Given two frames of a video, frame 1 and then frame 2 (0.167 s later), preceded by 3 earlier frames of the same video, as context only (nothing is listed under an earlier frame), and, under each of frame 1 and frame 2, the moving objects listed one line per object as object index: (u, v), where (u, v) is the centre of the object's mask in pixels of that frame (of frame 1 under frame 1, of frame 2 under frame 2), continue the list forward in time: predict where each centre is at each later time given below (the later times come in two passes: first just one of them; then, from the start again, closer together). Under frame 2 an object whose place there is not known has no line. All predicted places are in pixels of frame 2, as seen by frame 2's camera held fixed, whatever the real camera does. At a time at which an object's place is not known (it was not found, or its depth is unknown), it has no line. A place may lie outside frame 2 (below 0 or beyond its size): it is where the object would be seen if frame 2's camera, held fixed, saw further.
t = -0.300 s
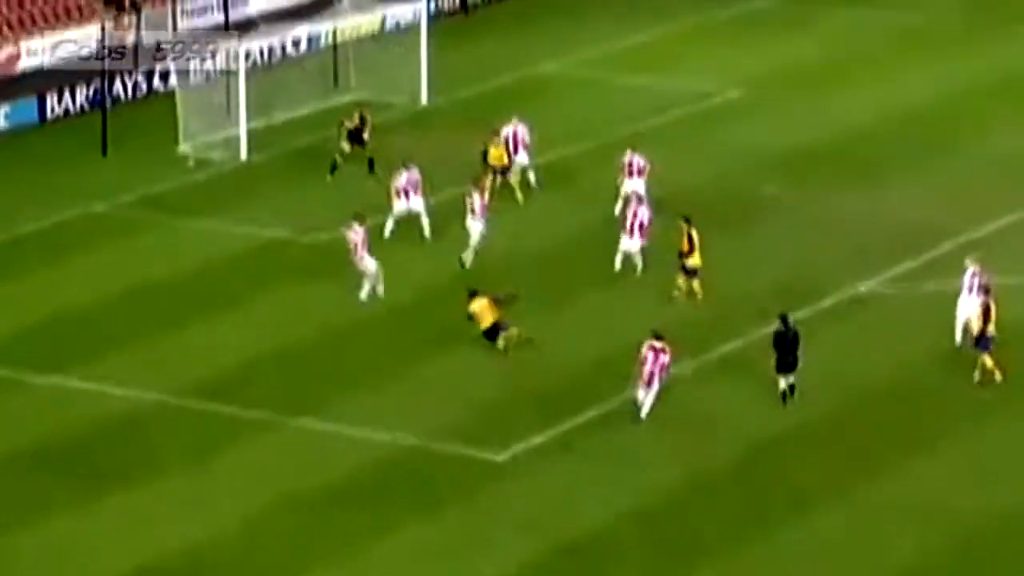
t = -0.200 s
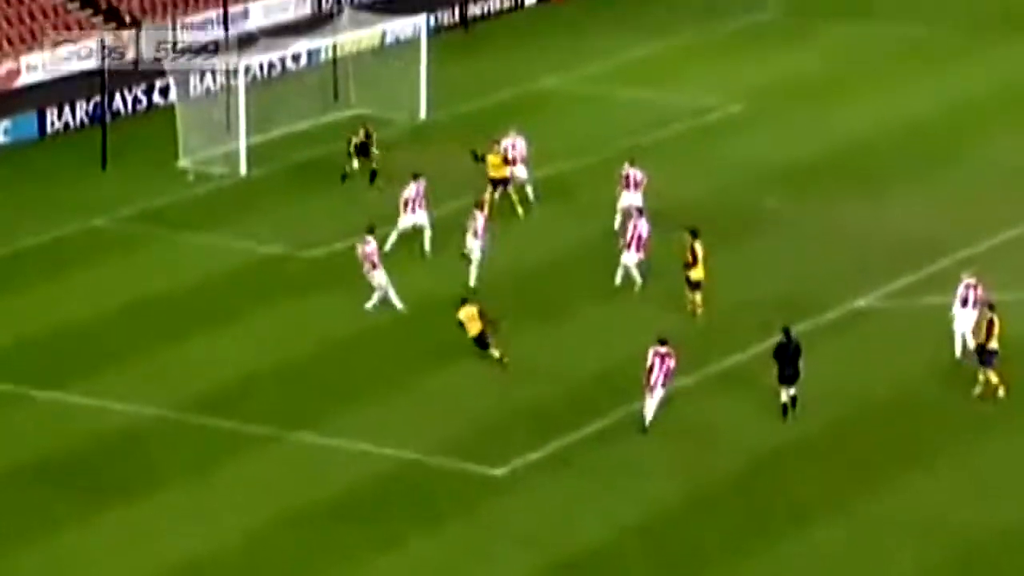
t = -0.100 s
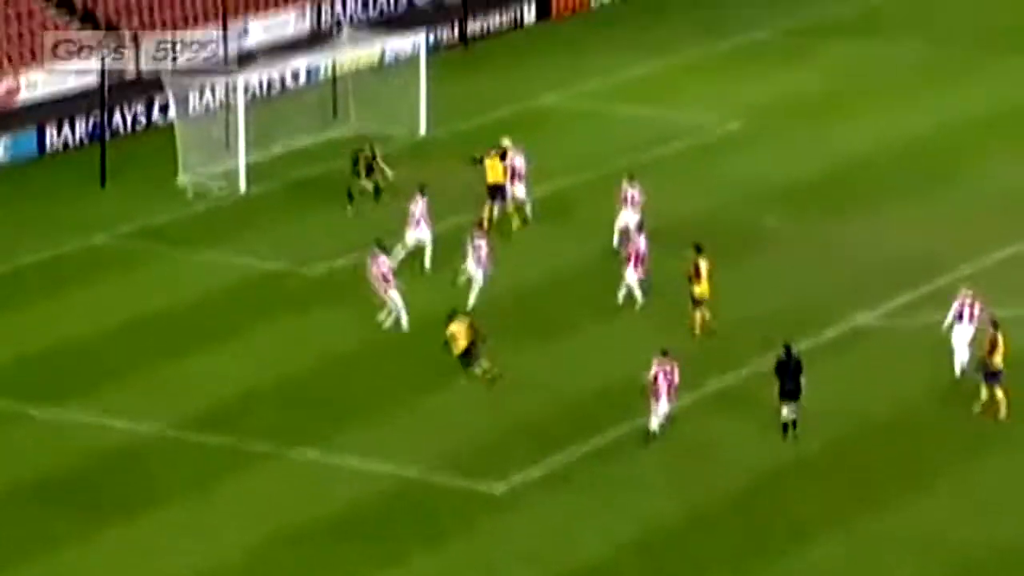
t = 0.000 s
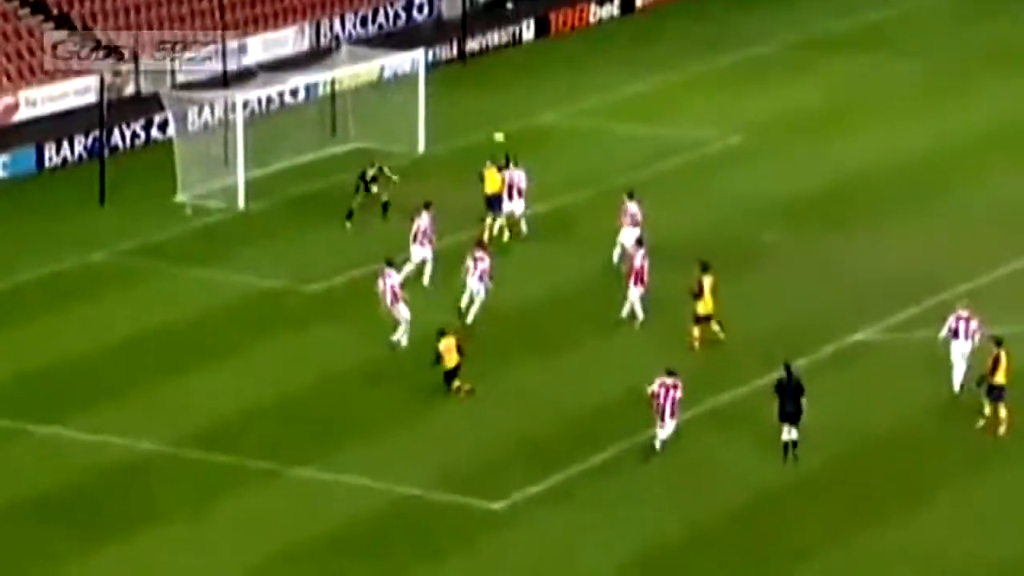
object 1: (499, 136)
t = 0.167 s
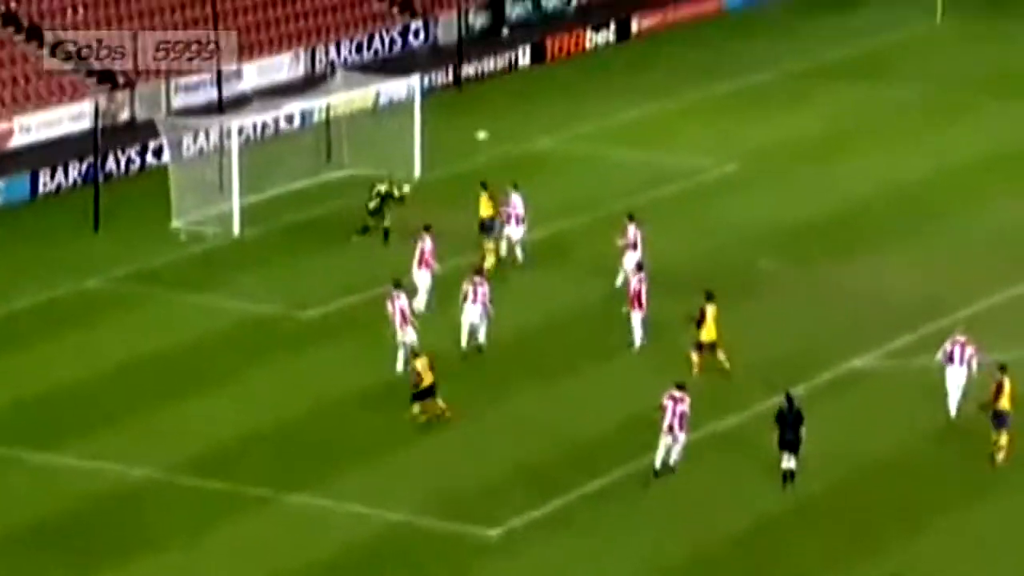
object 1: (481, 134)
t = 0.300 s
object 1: (468, 119)
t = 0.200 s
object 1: (478, 131)
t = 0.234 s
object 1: (474, 126)
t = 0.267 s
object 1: (470, 123)
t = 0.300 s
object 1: (468, 119)
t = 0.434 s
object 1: (455, 115)
